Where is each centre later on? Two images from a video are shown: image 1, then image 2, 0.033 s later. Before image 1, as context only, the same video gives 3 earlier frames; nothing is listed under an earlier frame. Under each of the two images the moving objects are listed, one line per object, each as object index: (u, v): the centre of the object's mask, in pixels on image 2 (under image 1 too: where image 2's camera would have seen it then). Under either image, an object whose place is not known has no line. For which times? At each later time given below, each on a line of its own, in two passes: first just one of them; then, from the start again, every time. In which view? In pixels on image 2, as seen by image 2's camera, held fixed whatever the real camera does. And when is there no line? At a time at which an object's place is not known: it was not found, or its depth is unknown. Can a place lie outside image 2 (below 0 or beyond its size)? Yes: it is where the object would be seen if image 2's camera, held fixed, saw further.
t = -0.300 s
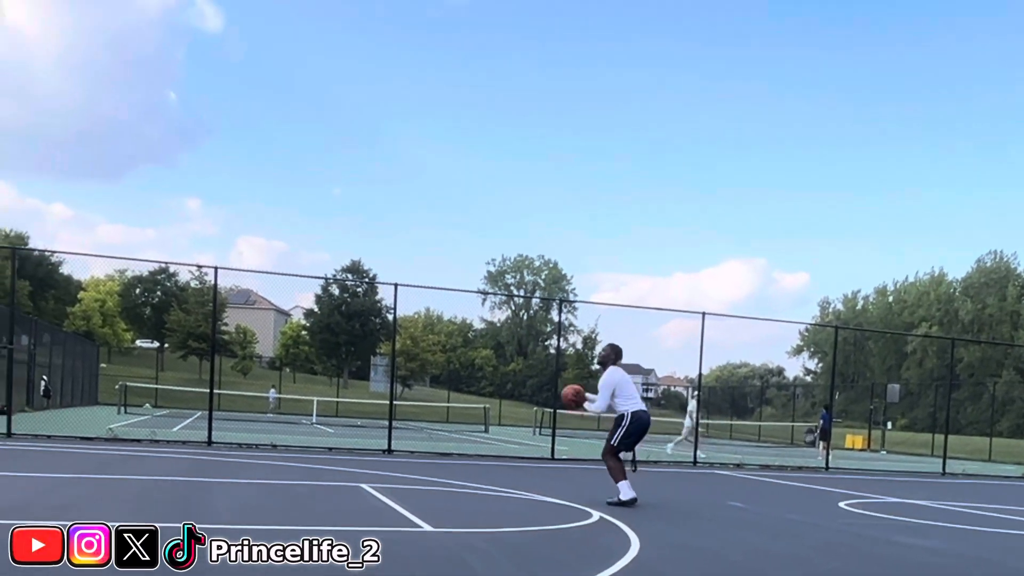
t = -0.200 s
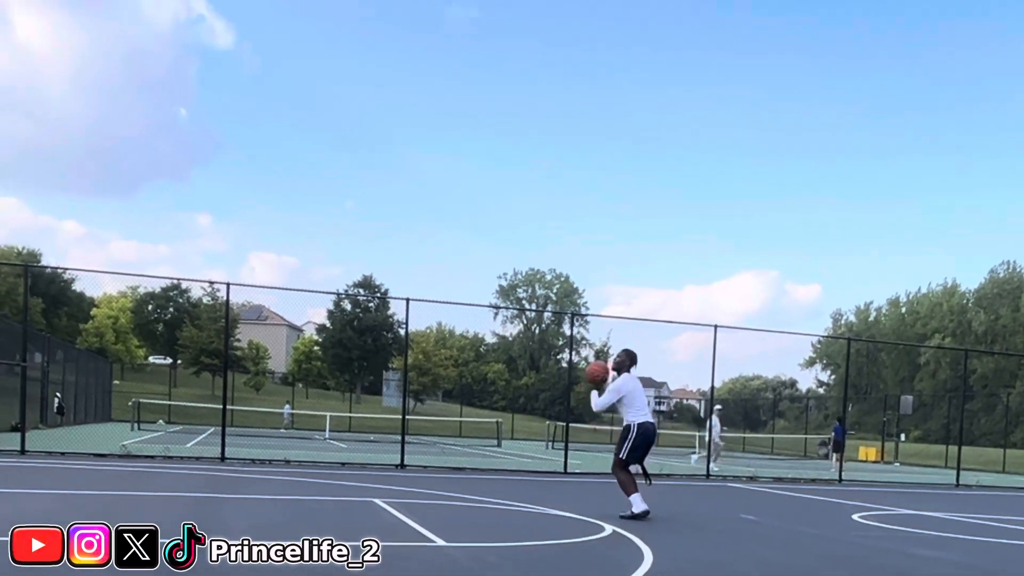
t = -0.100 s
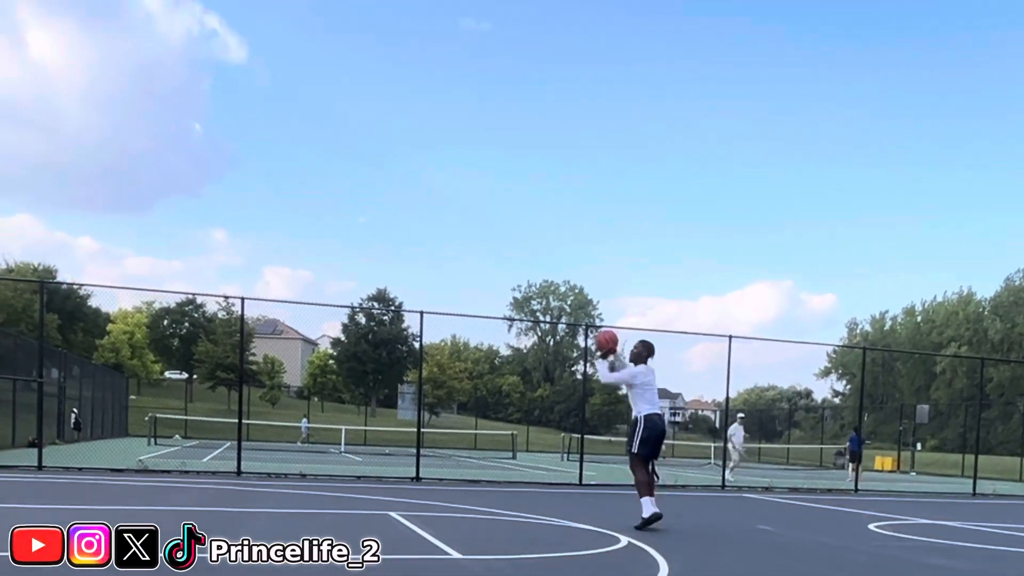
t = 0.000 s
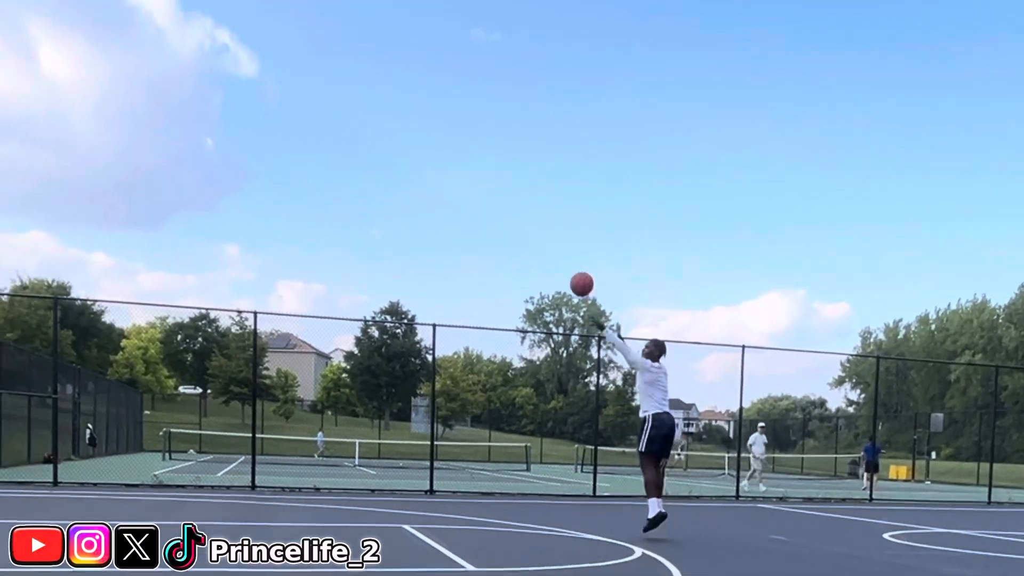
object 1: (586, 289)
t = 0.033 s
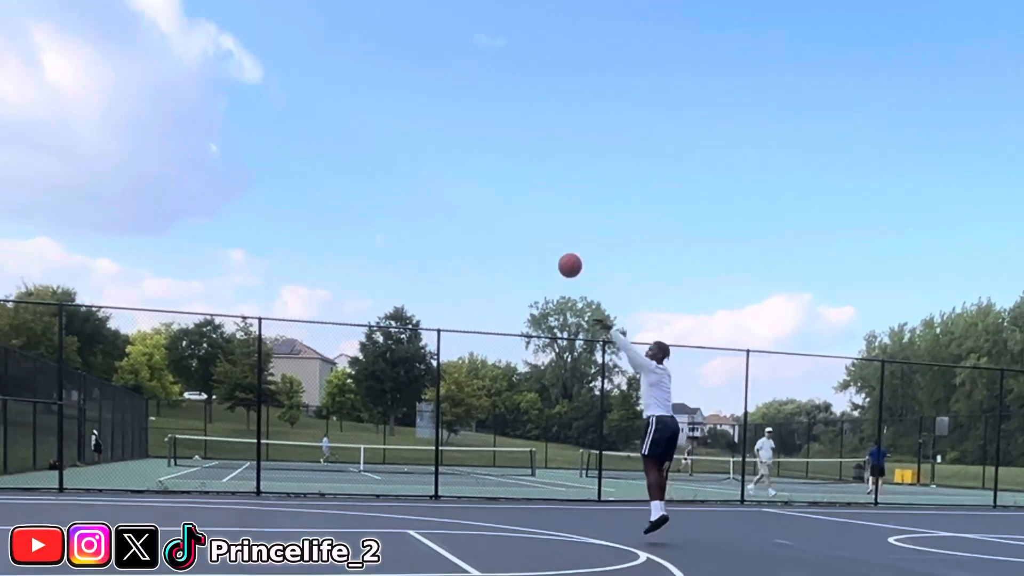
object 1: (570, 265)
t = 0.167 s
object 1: (505, 175)
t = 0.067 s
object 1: (554, 243)
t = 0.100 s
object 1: (537, 220)
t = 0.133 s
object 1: (522, 197)
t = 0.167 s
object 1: (505, 175)
